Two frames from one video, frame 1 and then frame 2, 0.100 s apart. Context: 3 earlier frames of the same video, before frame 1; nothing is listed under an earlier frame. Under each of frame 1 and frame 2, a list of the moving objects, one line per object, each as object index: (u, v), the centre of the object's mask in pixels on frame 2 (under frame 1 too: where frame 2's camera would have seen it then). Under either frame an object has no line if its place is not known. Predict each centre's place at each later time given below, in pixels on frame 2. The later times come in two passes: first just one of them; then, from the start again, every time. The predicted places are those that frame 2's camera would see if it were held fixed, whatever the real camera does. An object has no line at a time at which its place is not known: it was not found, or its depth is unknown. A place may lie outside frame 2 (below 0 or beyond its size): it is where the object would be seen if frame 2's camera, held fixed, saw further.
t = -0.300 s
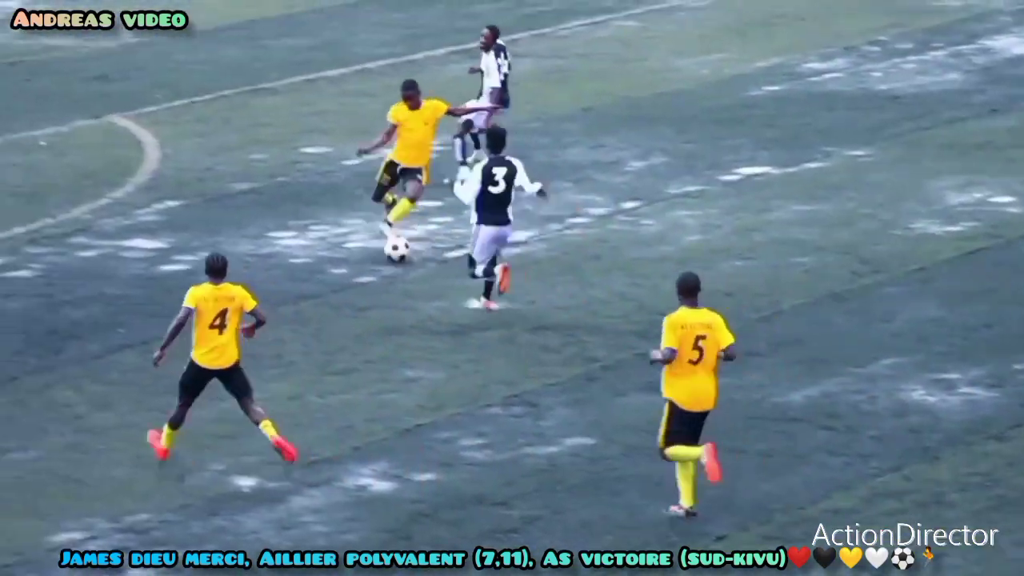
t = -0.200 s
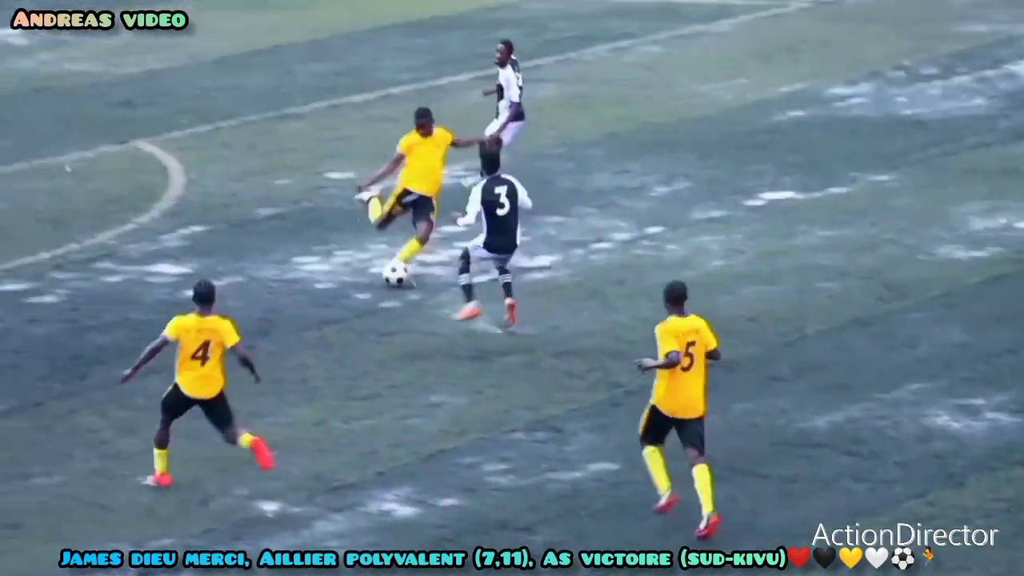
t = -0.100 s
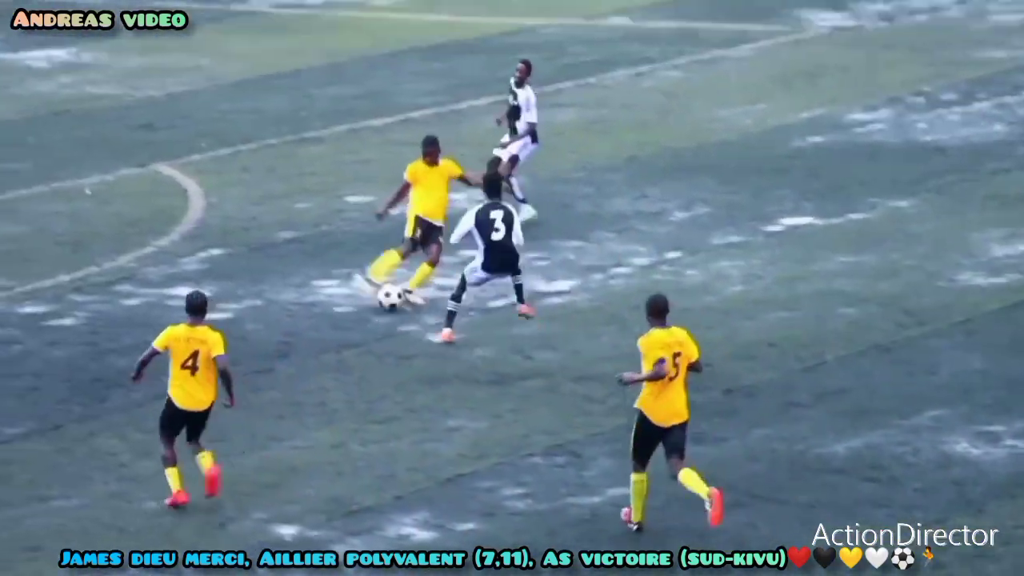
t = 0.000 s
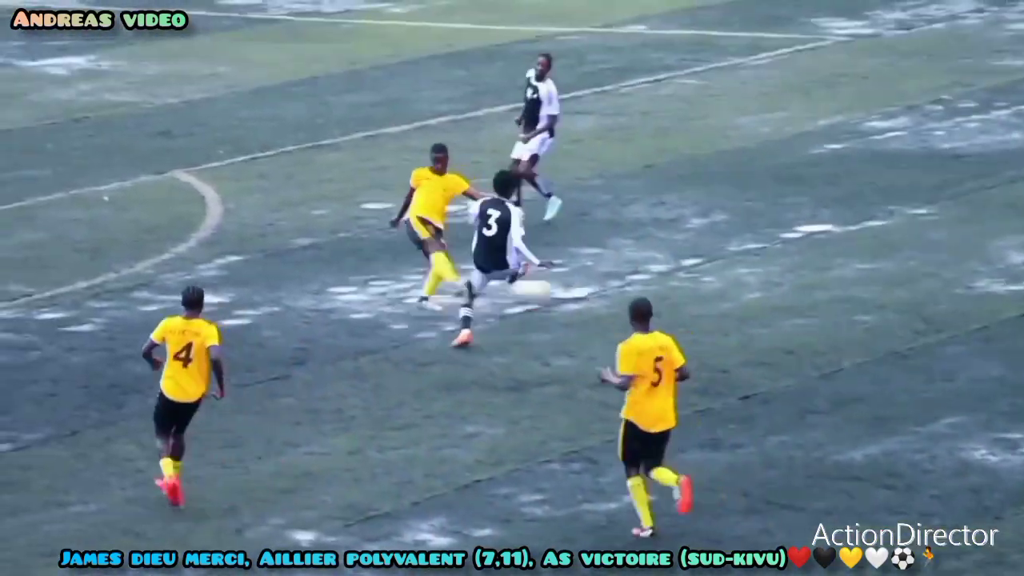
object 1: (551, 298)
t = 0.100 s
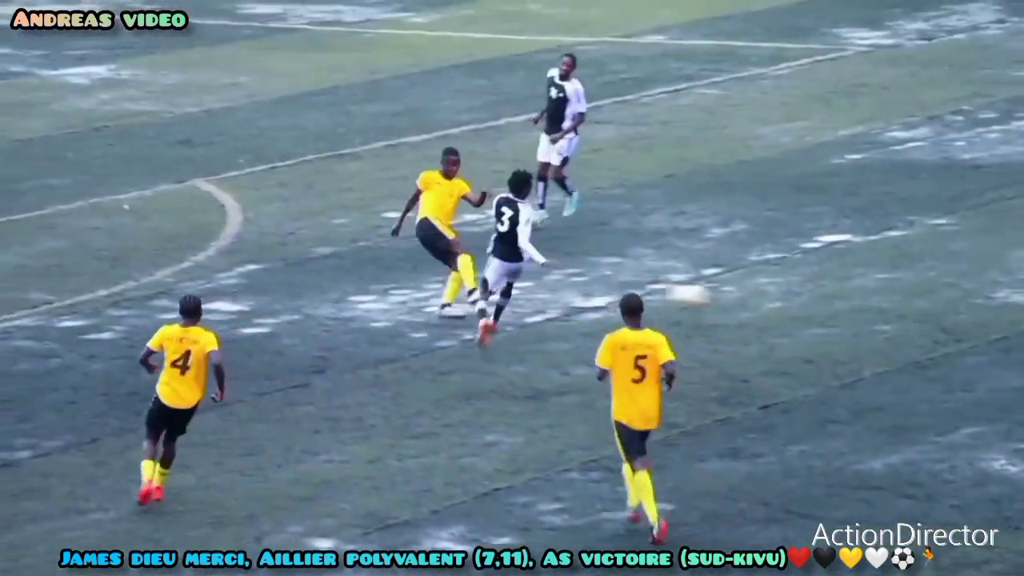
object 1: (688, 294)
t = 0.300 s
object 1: (951, 303)
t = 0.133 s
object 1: (734, 297)
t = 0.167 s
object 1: (780, 299)
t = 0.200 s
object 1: (826, 304)
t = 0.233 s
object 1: (872, 310)
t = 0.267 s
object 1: (911, 307)
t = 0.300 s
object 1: (951, 303)
